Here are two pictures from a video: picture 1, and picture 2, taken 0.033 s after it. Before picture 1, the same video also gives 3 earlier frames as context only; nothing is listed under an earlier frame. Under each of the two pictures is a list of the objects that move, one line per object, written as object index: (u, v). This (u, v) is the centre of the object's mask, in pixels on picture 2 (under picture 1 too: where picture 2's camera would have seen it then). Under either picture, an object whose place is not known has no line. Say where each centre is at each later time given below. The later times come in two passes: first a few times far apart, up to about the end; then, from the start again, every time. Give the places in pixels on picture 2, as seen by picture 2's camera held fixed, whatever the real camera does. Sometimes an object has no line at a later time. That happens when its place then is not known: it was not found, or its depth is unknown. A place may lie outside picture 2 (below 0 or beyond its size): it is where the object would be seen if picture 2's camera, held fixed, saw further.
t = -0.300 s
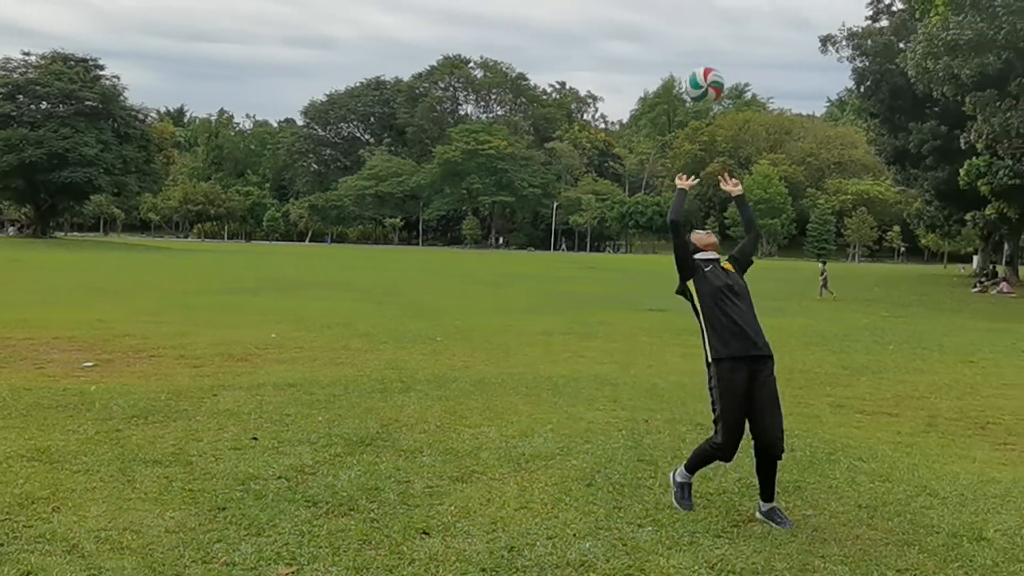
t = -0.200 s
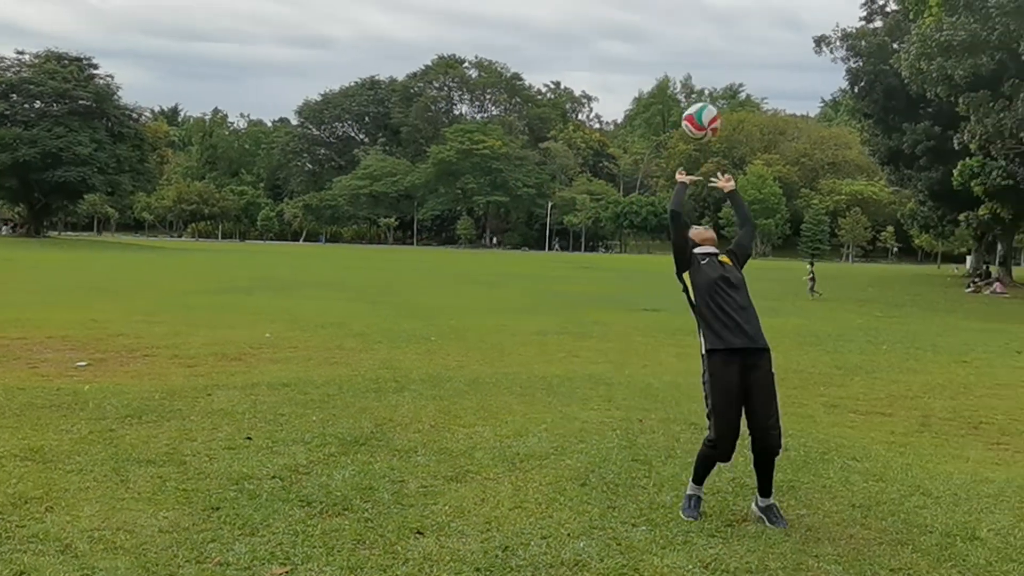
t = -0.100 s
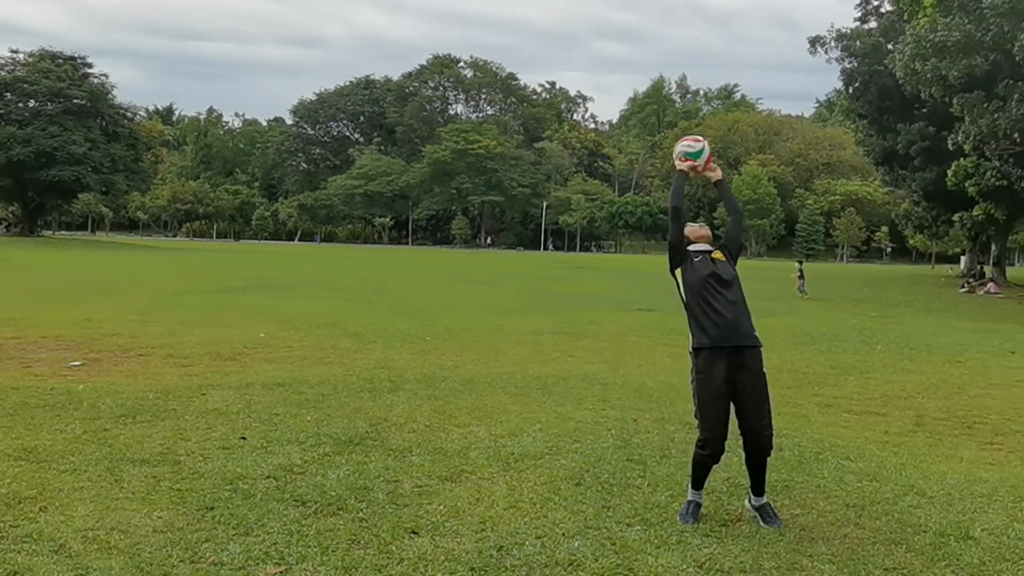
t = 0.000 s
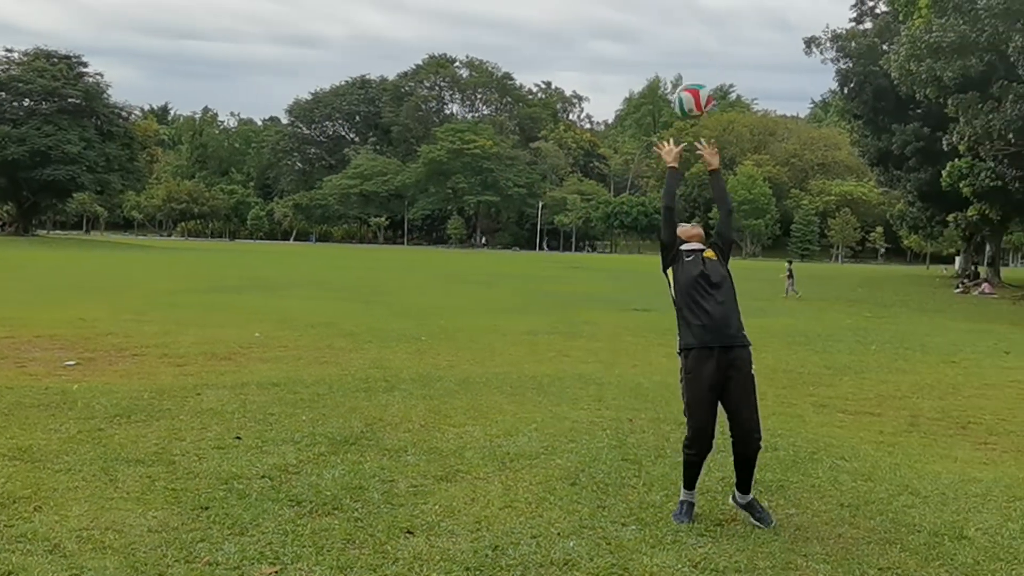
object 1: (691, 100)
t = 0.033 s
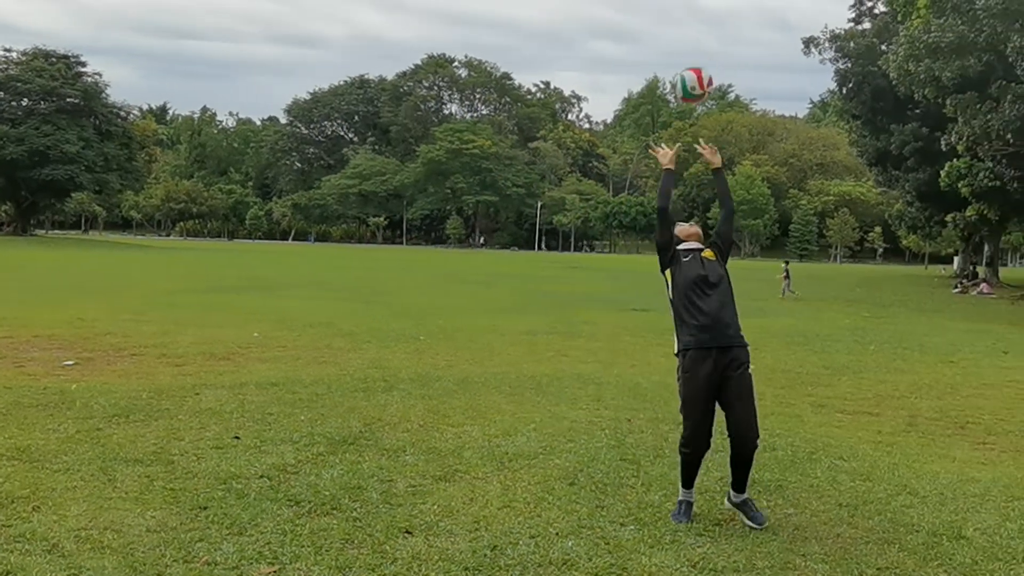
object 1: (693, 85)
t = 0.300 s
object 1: (708, 30)
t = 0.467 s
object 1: (714, 66)
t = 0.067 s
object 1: (695, 71)
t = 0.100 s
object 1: (697, 59)
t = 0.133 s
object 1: (699, 49)
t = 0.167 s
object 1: (701, 41)
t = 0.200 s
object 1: (703, 35)
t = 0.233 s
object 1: (705, 31)
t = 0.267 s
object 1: (707, 29)
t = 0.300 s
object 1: (708, 30)
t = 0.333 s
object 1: (709, 33)
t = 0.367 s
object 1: (711, 38)
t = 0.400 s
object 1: (712, 45)
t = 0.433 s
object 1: (713, 55)
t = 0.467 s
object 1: (714, 66)
